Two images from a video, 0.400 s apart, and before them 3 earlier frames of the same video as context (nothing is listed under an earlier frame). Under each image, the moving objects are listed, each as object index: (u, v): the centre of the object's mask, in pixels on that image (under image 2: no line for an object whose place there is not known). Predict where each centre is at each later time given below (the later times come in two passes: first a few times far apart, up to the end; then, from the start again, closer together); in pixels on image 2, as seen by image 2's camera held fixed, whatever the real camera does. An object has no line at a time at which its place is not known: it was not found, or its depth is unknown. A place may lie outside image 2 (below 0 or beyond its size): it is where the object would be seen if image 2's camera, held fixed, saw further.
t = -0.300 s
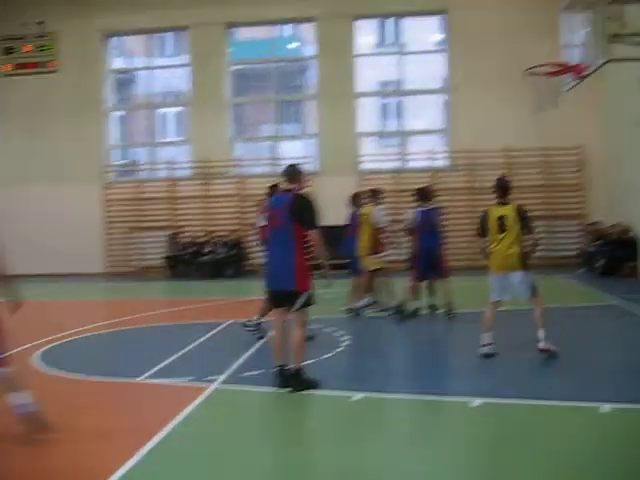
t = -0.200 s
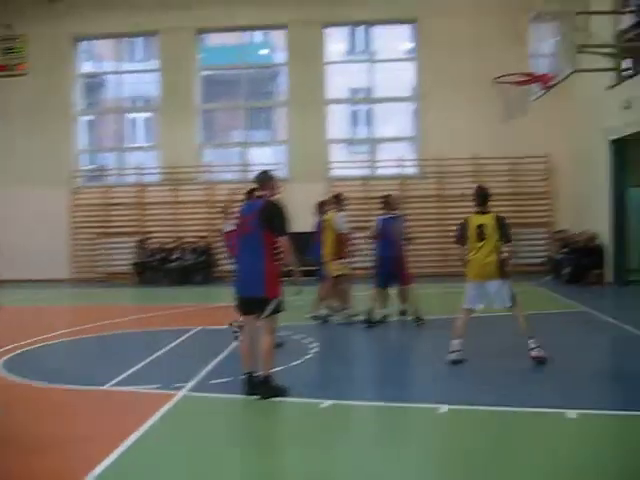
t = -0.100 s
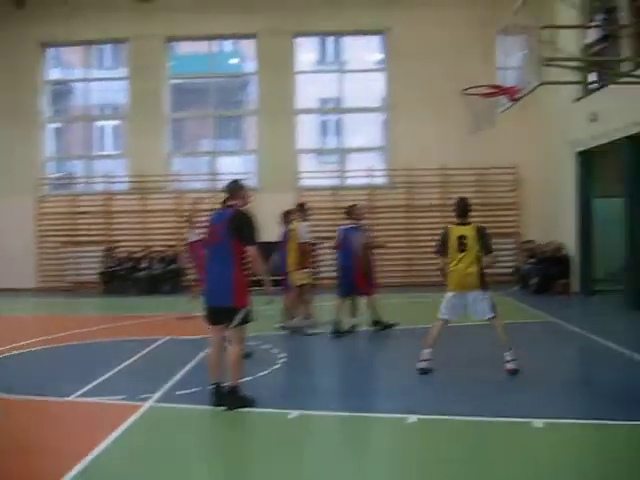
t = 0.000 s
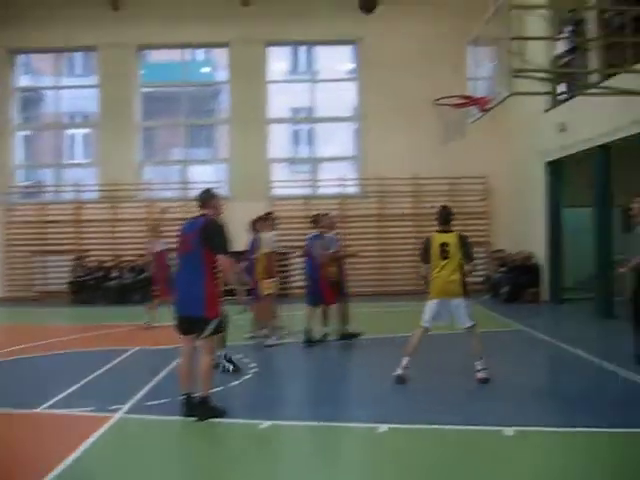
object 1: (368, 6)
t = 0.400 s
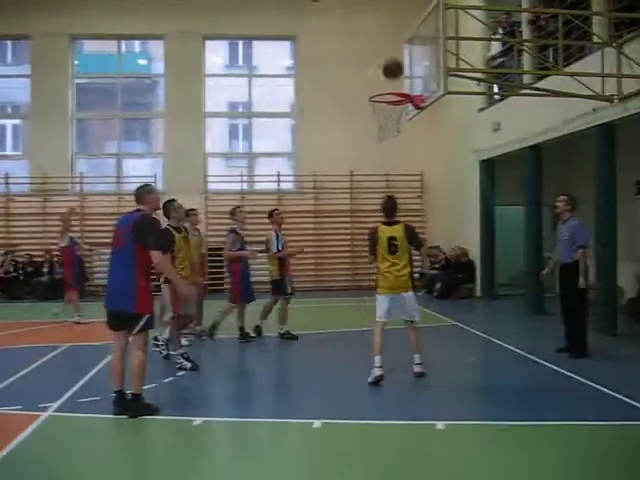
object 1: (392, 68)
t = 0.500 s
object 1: (399, 49)
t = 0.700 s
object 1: (411, 34)
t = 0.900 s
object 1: (405, 43)
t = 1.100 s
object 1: (398, 84)
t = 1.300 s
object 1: (390, 150)
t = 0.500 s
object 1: (399, 49)
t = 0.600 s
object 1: (405, 38)
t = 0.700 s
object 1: (411, 34)
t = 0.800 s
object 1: (408, 35)
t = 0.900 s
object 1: (405, 43)
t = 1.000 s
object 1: (401, 59)
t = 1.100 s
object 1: (398, 84)
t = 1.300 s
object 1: (390, 150)
